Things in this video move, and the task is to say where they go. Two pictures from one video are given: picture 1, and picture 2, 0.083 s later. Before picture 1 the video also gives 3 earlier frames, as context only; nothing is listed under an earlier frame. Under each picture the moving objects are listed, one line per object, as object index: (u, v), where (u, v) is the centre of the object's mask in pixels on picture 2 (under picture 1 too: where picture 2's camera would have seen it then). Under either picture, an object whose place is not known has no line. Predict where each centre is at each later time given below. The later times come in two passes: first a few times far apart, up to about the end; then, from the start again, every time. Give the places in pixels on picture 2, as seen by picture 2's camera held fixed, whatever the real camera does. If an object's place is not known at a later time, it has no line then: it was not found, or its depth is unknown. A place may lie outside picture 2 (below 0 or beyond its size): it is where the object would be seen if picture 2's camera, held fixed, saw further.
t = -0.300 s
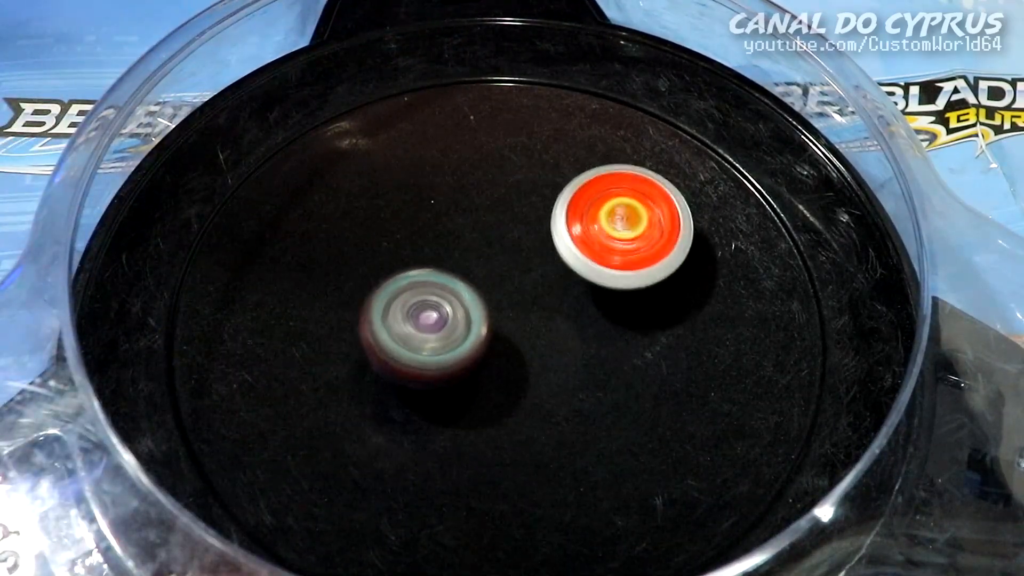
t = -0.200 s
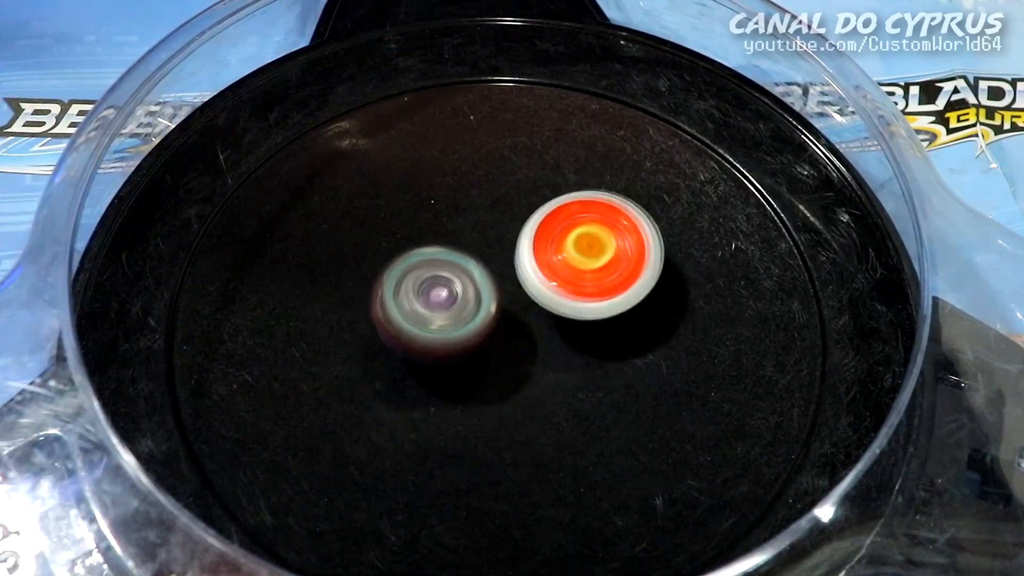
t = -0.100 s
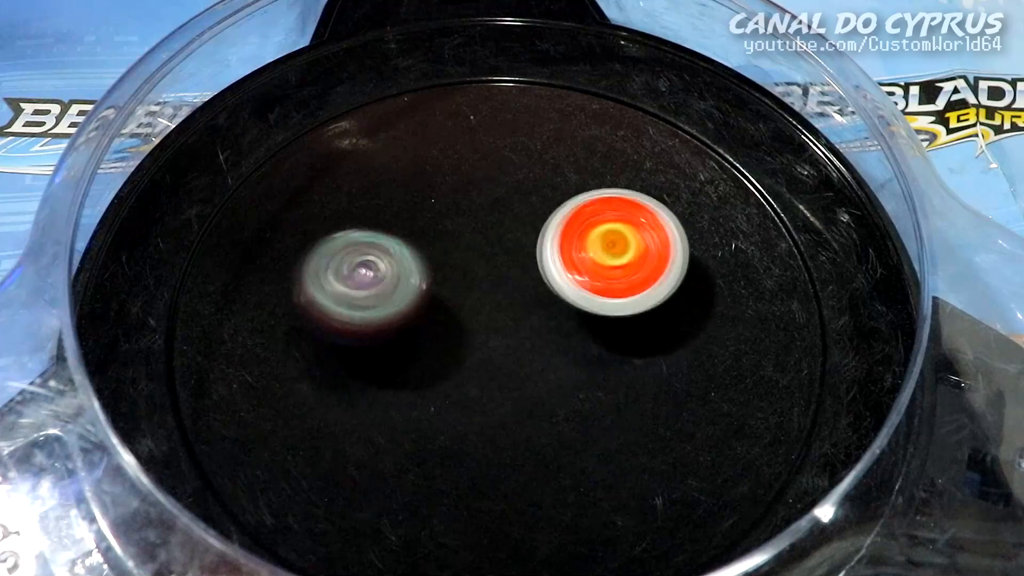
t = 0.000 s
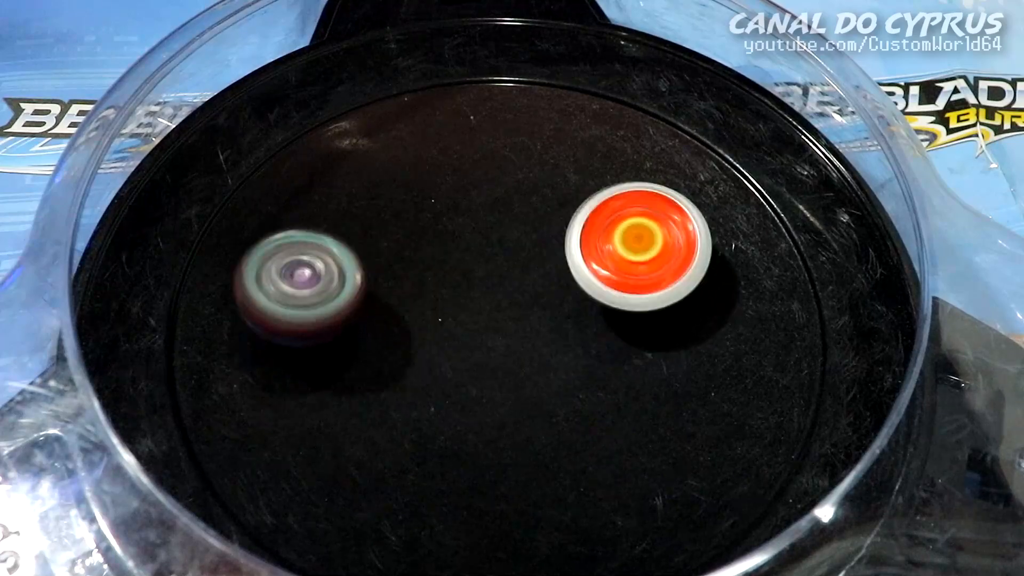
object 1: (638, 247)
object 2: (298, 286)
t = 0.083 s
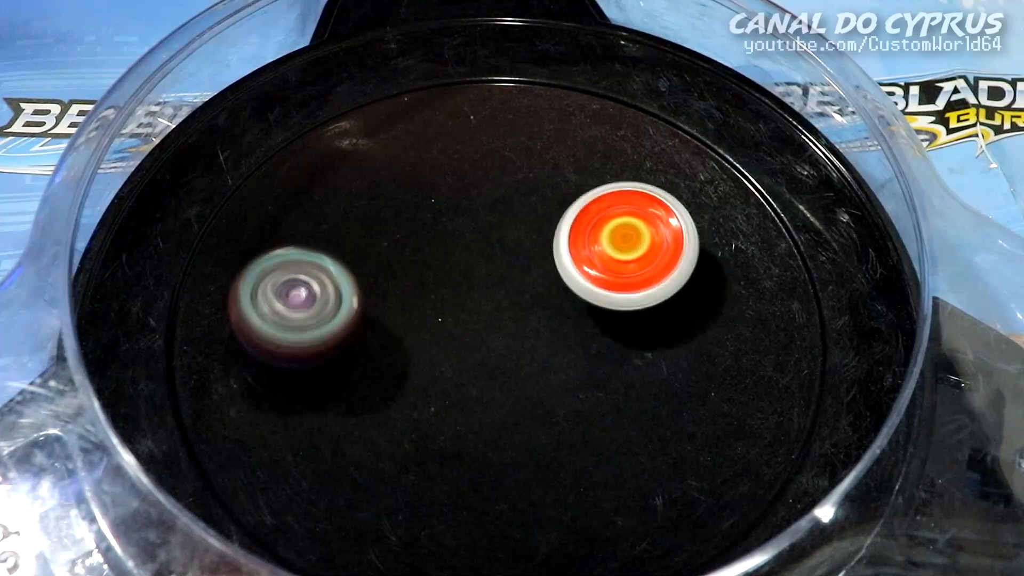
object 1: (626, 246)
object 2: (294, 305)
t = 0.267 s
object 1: (551, 237)
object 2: (332, 340)
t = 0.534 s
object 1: (616, 268)
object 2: (332, 346)
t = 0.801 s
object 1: (668, 272)
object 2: (351, 398)
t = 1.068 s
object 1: (668, 255)
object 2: (218, 412)
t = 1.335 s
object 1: (661, 224)
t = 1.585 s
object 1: (421, 323)
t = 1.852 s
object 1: (476, 435)
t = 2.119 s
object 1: (616, 404)
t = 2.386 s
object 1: (470, 341)
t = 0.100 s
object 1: (622, 245)
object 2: (294, 310)
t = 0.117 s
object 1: (616, 246)
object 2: (296, 314)
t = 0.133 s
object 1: (609, 243)
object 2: (297, 317)
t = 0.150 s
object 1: (600, 243)
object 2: (300, 321)
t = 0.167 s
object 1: (592, 240)
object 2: (304, 324)
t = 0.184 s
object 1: (584, 238)
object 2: (307, 329)
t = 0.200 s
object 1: (576, 238)
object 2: (312, 332)
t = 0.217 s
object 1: (568, 237)
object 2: (316, 334)
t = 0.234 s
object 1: (561, 237)
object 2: (321, 336)
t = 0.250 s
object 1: (556, 236)
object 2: (326, 338)
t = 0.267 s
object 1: (551, 237)
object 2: (332, 340)
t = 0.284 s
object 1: (544, 238)
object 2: (338, 342)
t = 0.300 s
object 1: (539, 238)
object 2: (345, 343)
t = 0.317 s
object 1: (535, 239)
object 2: (352, 345)
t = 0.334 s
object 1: (532, 240)
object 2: (358, 345)
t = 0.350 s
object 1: (529, 244)
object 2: (365, 344)
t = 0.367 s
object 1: (527, 248)
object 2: (373, 343)
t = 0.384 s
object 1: (527, 250)
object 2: (380, 342)
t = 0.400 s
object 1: (527, 255)
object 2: (387, 340)
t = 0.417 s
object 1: (529, 258)
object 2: (394, 339)
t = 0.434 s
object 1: (531, 260)
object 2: (400, 338)
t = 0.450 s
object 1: (533, 265)
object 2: (407, 335)
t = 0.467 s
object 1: (535, 270)
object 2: (413, 333)
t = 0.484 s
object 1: (551, 270)
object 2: (398, 333)
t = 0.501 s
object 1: (574, 268)
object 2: (372, 338)
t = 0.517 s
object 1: (596, 268)
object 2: (351, 342)
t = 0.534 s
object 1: (616, 268)
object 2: (332, 346)
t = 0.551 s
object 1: (634, 269)
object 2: (317, 349)
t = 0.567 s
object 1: (650, 270)
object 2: (306, 353)
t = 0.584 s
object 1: (664, 271)
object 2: (297, 356)
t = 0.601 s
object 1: (675, 272)
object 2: (293, 358)
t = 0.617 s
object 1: (683, 274)
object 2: (291, 361)
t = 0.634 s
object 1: (690, 275)
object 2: (292, 365)
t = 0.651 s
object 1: (694, 276)
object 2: (295, 369)
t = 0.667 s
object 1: (698, 277)
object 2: (298, 373)
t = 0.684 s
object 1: (699, 277)
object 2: (303, 378)
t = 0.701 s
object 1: (699, 278)
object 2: (309, 382)
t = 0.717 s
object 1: (697, 277)
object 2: (315, 386)
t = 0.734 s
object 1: (693, 278)
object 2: (321, 390)
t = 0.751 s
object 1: (688, 277)
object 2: (328, 393)
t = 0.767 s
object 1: (682, 276)
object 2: (335, 395)
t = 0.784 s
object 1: (676, 274)
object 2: (343, 397)
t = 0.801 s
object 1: (668, 272)
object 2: (351, 398)
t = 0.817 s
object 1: (660, 270)
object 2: (359, 398)
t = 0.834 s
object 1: (652, 267)
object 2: (368, 398)
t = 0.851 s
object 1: (645, 264)
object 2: (377, 397)
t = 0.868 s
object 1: (637, 263)
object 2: (386, 396)
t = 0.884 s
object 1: (628, 264)
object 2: (396, 395)
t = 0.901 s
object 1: (618, 266)
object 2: (405, 393)
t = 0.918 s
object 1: (608, 270)
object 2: (415, 390)
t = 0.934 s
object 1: (597, 274)
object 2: (423, 388)
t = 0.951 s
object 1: (586, 280)
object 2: (433, 384)
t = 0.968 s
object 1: (575, 286)
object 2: (441, 379)
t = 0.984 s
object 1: (565, 293)
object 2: (449, 375)
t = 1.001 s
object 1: (572, 293)
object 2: (424, 375)
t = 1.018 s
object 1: (598, 282)
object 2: (381, 373)
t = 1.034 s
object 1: (621, 272)
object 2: (329, 383)
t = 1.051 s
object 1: (646, 263)
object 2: (270, 399)
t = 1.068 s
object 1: (668, 255)
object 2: (218, 412)
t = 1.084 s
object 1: (687, 247)
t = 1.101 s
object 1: (704, 240)
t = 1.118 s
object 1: (717, 233)
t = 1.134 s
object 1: (728, 226)
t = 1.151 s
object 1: (735, 219)
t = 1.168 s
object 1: (740, 212)
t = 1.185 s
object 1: (741, 207)
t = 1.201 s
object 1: (740, 204)
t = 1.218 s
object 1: (738, 202)
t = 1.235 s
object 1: (734, 202)
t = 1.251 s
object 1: (726, 201)
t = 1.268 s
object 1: (717, 203)
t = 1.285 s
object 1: (706, 208)
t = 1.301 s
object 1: (692, 212)
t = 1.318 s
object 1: (678, 218)
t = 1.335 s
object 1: (661, 224)
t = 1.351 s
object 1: (643, 232)
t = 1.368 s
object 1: (623, 240)
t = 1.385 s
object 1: (604, 246)
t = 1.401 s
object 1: (583, 252)
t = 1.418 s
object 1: (564, 258)
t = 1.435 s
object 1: (543, 263)
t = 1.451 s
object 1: (524, 268)
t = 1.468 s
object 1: (507, 275)
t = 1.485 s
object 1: (490, 282)
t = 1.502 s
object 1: (473, 290)
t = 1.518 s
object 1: (457, 297)
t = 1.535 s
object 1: (445, 305)
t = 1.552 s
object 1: (435, 311)
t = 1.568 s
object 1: (428, 317)
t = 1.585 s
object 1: (421, 323)
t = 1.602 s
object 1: (417, 330)
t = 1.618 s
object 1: (415, 336)
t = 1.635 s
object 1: (415, 344)
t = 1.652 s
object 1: (415, 350)
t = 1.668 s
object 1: (416, 358)
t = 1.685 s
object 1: (417, 365)
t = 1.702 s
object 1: (420, 370)
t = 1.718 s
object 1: (422, 376)
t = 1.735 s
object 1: (426, 382)
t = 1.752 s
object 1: (430, 389)
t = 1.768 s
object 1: (435, 397)
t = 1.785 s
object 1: (441, 406)
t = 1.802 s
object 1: (448, 414)
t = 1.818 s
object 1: (456, 422)
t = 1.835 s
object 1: (466, 429)
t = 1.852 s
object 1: (476, 435)
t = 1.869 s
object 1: (485, 438)
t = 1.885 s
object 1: (495, 440)
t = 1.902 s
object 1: (506, 442)
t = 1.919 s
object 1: (518, 442)
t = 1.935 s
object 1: (530, 441)
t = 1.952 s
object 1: (543, 440)
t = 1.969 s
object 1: (555, 438)
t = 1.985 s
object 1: (567, 436)
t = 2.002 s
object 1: (577, 433)
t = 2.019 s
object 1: (588, 428)
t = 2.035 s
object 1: (598, 423)
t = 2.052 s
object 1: (605, 419)
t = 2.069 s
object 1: (611, 415)
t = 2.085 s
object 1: (615, 412)
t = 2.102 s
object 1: (616, 408)
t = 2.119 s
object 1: (616, 404)
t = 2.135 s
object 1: (613, 398)
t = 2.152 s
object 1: (607, 390)
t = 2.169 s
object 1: (600, 382)
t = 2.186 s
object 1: (591, 375)
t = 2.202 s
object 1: (581, 369)
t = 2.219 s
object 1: (572, 364)
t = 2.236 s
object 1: (560, 359)
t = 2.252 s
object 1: (546, 355)
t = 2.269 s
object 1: (535, 352)
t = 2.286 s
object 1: (524, 350)
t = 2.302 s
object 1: (515, 348)
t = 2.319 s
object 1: (506, 347)
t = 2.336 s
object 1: (495, 346)
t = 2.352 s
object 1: (485, 345)
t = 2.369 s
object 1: (478, 343)
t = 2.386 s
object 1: (470, 341)
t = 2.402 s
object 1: (464, 340)
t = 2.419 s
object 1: (459, 339)
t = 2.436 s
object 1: (455, 336)
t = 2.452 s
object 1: (452, 334)
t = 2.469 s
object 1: (450, 331)
